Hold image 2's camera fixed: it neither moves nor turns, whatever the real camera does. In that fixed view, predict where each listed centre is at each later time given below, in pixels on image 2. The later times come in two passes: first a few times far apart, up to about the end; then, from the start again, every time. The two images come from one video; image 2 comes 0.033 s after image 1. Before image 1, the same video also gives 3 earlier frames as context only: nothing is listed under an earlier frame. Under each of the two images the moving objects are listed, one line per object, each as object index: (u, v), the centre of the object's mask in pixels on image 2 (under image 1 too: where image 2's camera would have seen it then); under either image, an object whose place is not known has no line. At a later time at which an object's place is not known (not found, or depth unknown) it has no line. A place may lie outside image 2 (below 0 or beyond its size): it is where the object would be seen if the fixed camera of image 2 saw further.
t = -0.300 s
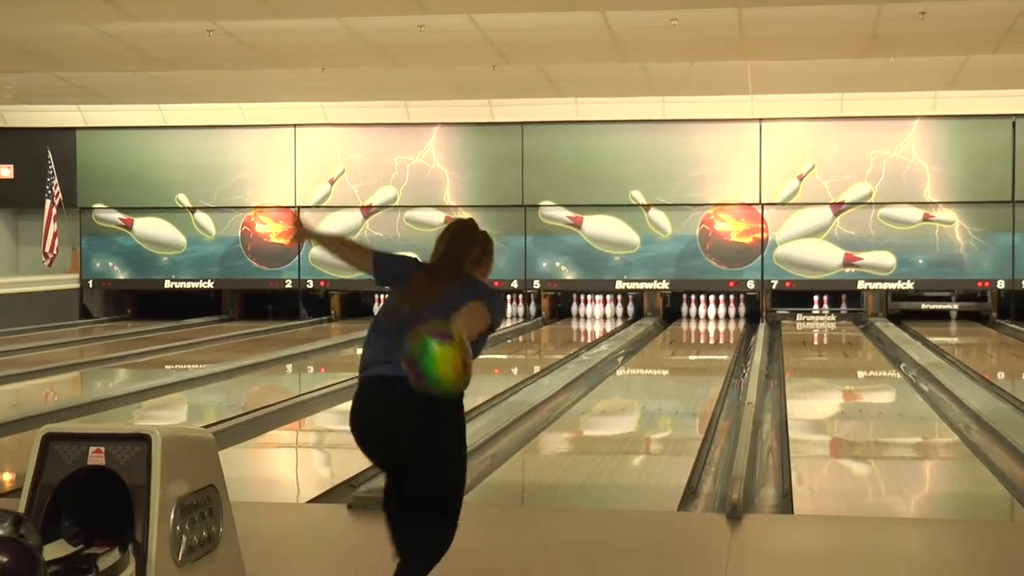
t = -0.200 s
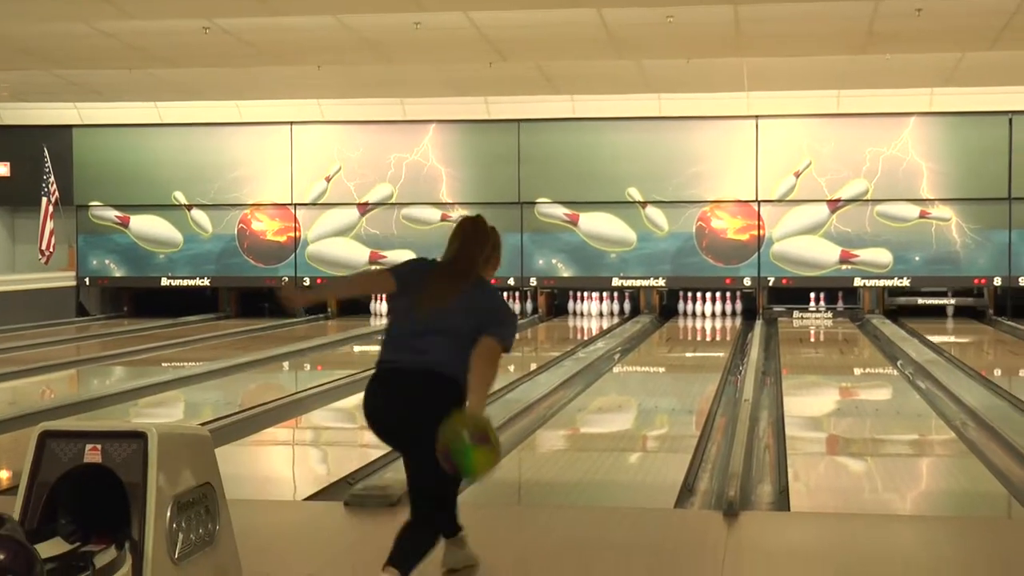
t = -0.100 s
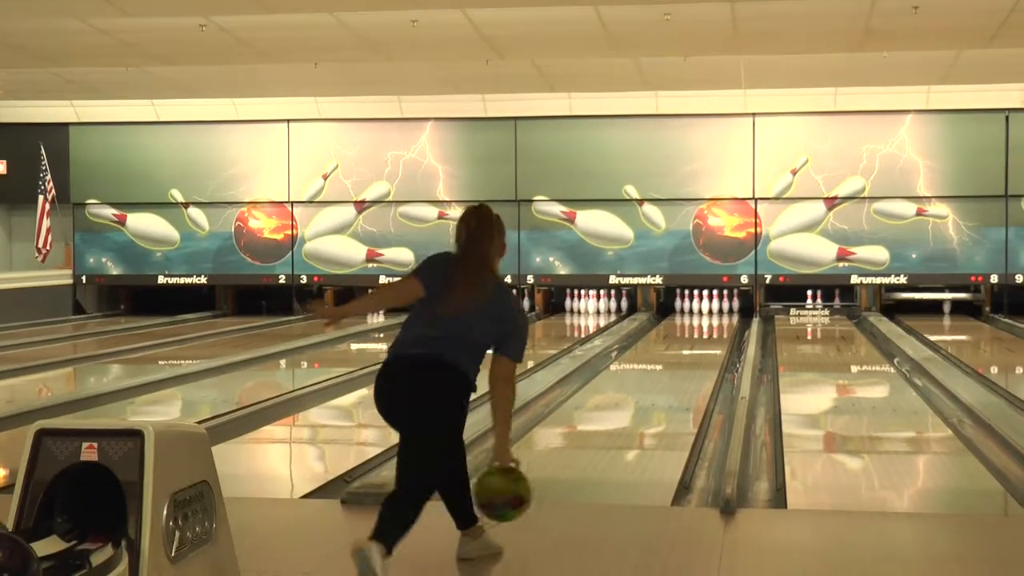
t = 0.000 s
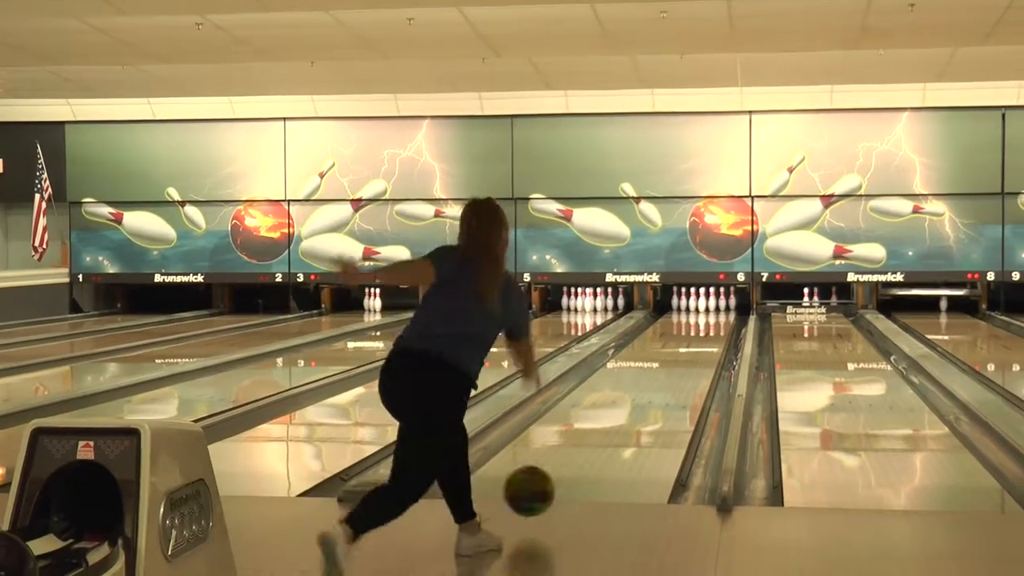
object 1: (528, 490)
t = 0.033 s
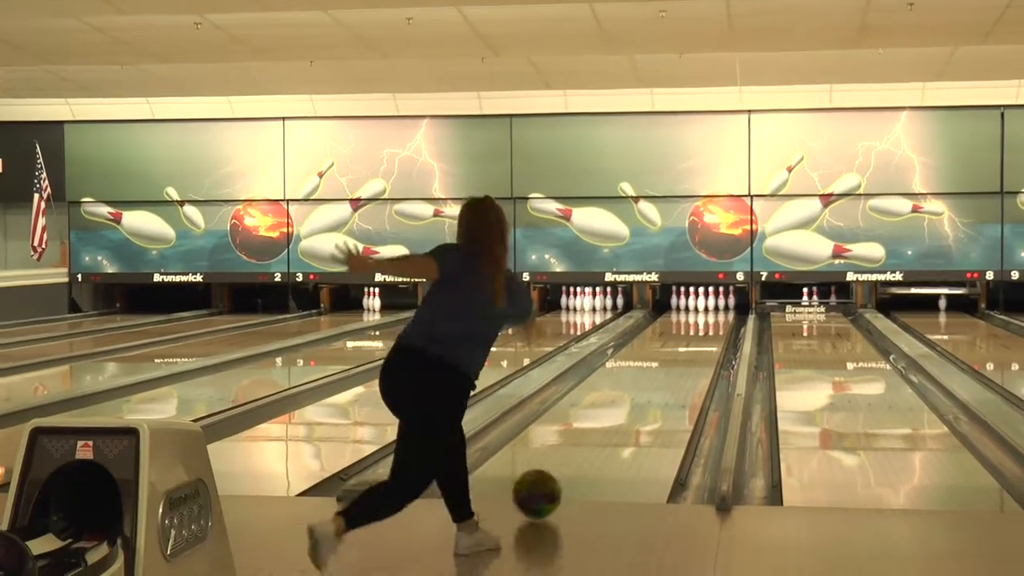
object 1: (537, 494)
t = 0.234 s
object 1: (576, 446)
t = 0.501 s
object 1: (610, 404)
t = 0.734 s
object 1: (629, 379)
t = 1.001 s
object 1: (646, 359)
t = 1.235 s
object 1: (656, 344)
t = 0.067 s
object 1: (544, 483)
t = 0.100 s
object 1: (552, 474)
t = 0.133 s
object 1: (558, 467)
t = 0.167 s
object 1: (564, 460)
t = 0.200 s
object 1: (570, 453)
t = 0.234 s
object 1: (576, 446)
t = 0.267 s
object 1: (581, 440)
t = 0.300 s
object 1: (586, 434)
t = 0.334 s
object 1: (590, 429)
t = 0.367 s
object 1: (595, 423)
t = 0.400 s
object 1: (599, 418)
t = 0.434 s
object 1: (602, 413)
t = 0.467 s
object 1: (606, 408)
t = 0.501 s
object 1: (610, 404)
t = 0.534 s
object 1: (613, 400)
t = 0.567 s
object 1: (616, 396)
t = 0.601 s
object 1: (619, 392)
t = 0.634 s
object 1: (622, 389)
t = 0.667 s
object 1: (625, 385)
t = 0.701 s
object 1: (627, 382)
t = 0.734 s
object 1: (629, 379)
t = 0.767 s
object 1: (632, 376)
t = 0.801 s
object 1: (634, 373)
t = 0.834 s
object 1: (636, 371)
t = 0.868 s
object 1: (638, 368)
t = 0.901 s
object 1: (640, 366)
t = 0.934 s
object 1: (642, 363)
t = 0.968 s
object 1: (644, 361)
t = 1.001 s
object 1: (646, 359)
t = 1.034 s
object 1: (648, 356)
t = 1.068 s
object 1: (649, 354)
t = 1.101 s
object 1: (651, 352)
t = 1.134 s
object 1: (652, 351)
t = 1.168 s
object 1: (654, 349)
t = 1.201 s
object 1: (655, 347)
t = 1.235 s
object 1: (656, 344)
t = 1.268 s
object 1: (657, 343)
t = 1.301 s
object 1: (659, 340)
